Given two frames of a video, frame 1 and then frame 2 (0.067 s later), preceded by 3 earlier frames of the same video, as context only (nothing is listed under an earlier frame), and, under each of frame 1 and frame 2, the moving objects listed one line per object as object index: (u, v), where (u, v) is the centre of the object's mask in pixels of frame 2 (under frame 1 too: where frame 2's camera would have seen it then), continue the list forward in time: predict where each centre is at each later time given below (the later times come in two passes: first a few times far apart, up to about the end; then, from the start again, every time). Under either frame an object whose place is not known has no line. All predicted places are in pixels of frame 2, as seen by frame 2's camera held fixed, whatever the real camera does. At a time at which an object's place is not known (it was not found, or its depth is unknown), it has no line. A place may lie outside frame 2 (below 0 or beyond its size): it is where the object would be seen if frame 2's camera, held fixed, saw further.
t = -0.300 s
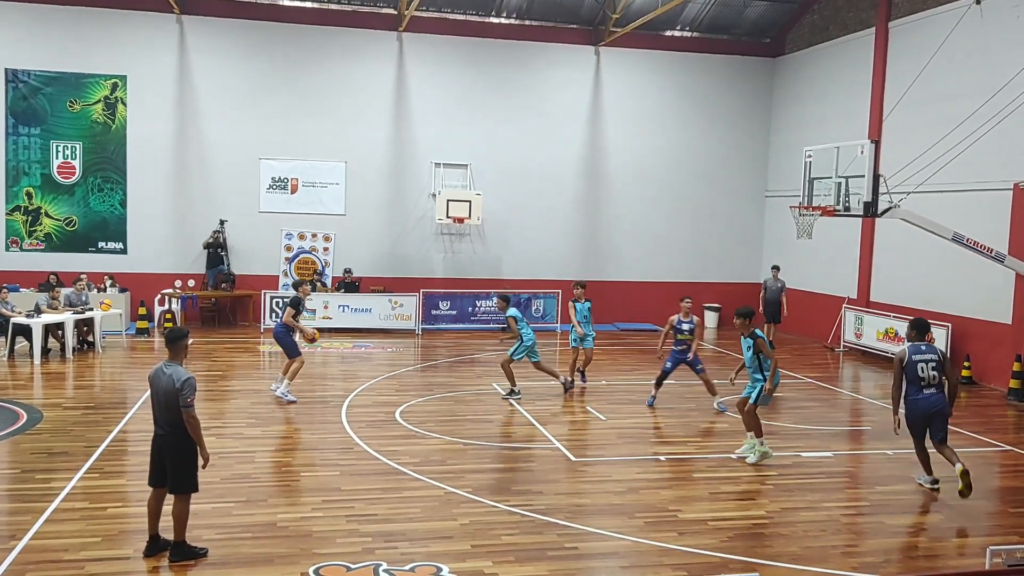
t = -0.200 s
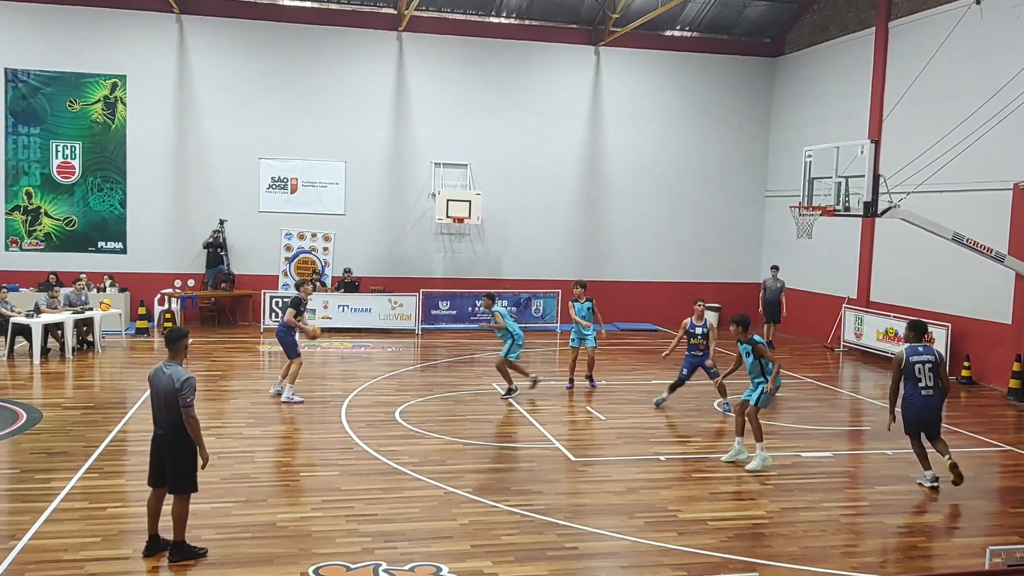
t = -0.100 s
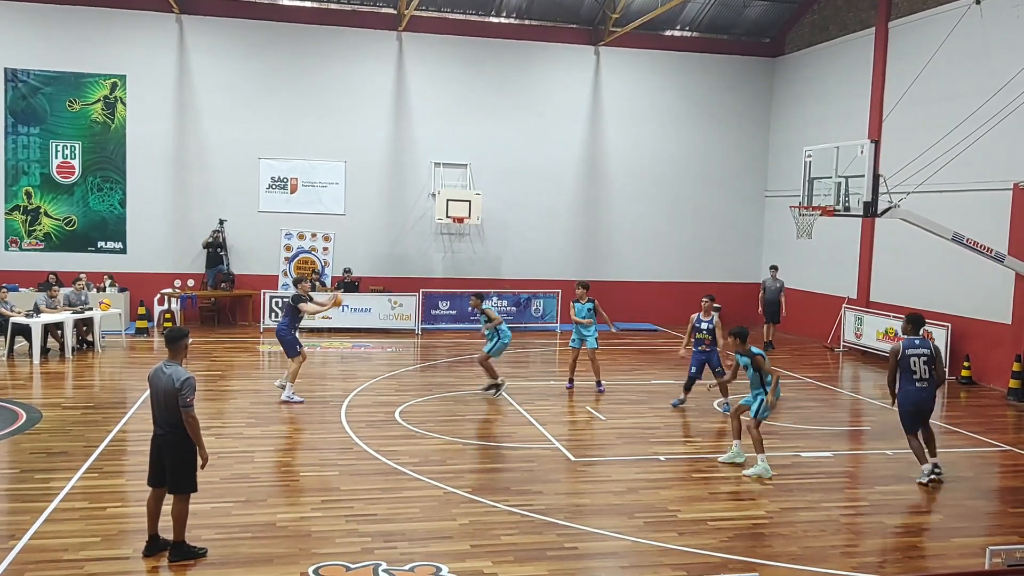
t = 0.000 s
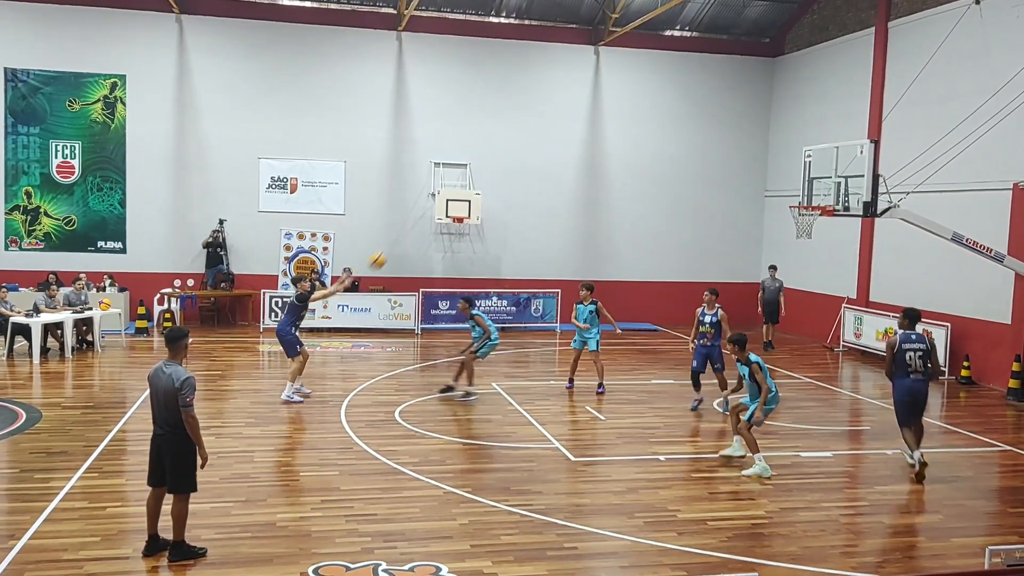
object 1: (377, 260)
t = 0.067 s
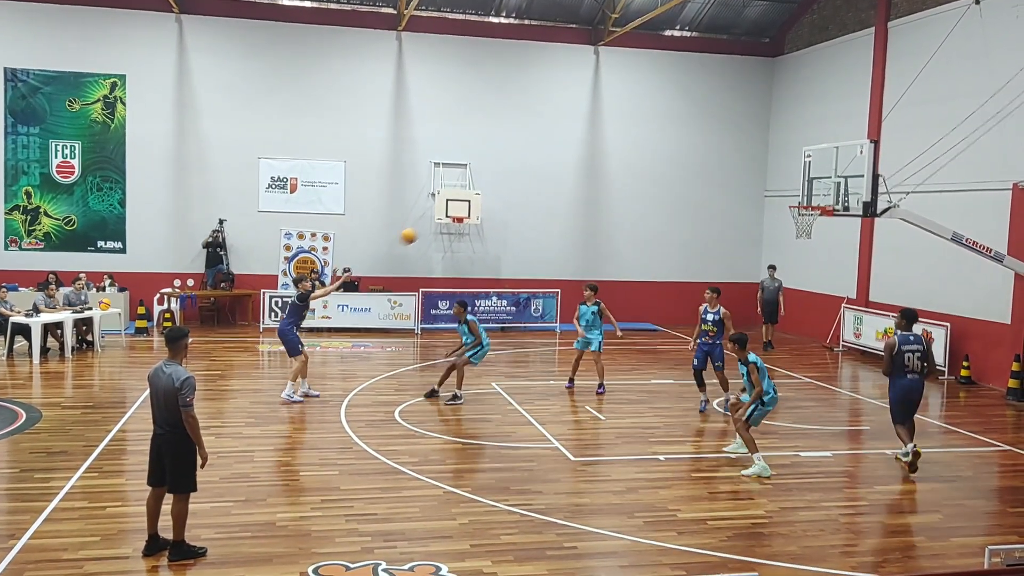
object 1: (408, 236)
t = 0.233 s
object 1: (485, 188)
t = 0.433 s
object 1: (576, 154)
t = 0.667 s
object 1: (683, 146)
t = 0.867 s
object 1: (773, 168)
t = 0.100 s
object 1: (423, 226)
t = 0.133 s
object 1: (438, 215)
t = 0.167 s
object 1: (454, 206)
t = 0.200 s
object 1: (469, 197)
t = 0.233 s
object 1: (485, 188)
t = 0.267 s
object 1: (500, 181)
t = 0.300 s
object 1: (515, 174)
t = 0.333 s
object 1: (531, 168)
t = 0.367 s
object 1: (546, 162)
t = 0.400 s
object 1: (561, 158)
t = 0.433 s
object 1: (576, 154)
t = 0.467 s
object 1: (592, 150)
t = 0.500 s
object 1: (607, 148)
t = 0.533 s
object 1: (622, 146)
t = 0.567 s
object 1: (637, 145)
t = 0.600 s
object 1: (653, 145)
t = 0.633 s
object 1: (668, 145)
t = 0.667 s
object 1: (683, 146)
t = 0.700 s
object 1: (698, 148)
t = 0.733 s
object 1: (713, 150)
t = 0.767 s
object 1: (728, 154)
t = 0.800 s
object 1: (744, 158)
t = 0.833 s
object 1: (759, 162)
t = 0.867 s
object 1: (773, 168)
